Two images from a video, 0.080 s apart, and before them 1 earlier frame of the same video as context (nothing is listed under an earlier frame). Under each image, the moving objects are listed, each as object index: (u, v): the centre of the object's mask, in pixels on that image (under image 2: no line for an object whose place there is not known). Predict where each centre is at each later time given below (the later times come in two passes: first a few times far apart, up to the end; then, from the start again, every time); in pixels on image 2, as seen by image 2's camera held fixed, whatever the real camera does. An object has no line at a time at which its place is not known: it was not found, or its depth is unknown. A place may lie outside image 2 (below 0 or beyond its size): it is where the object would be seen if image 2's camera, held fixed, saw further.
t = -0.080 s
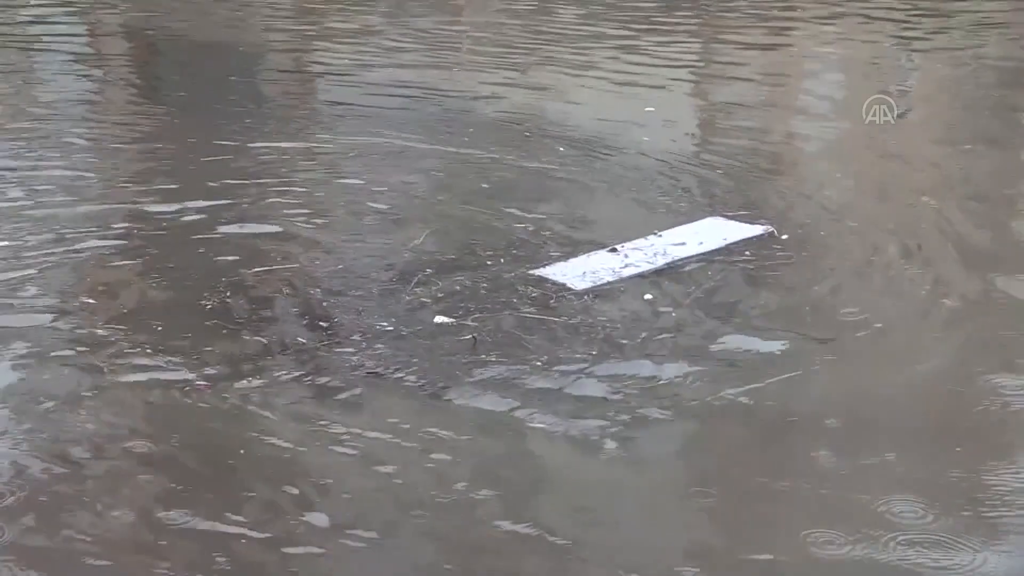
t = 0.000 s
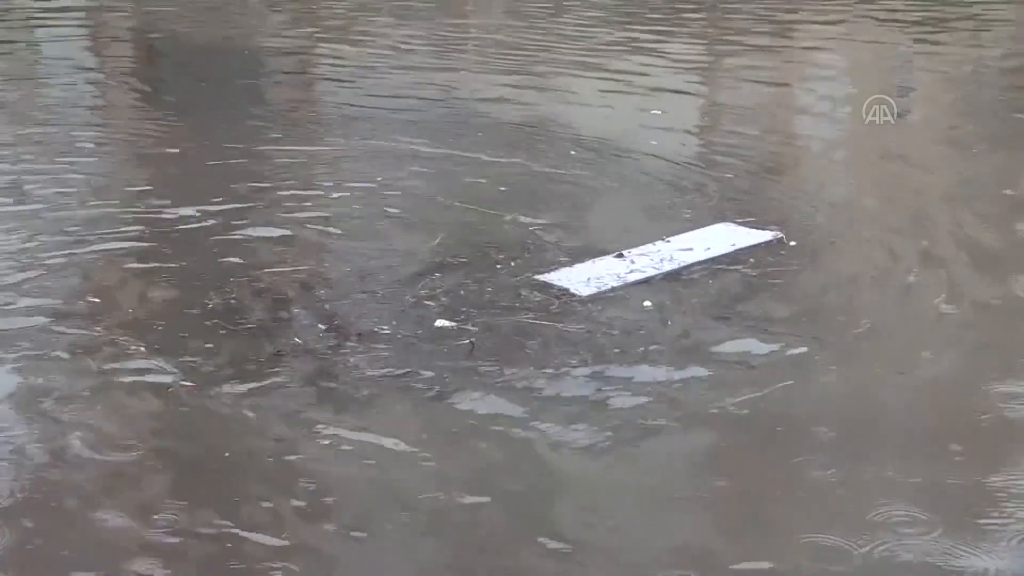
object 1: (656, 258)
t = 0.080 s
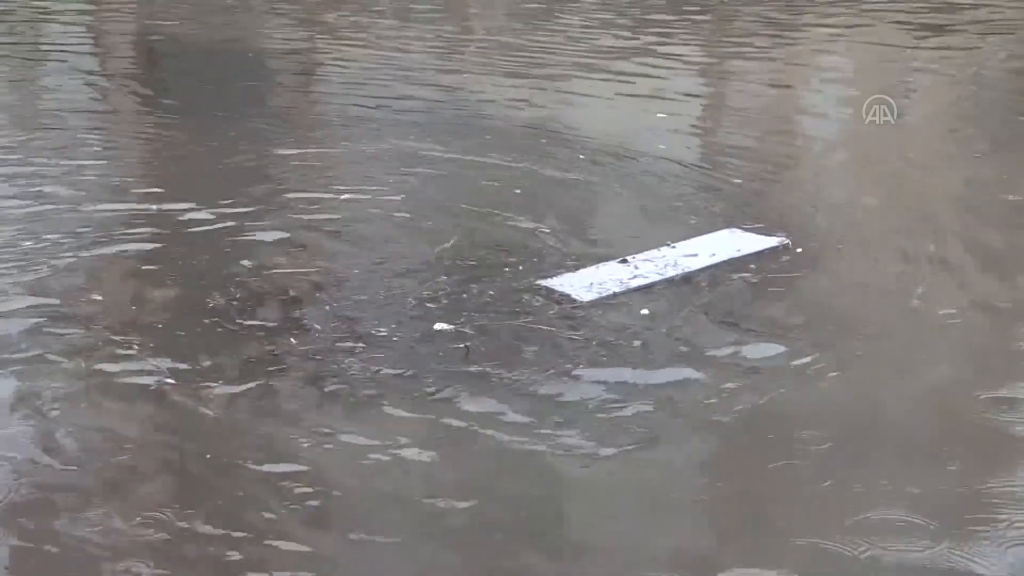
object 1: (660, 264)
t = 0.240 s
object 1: (662, 269)
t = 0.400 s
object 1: (662, 274)
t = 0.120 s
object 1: (661, 265)
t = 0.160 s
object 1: (662, 266)
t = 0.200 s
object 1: (662, 268)
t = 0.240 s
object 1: (662, 269)
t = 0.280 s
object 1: (662, 271)
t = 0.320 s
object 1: (663, 272)
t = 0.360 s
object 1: (663, 273)
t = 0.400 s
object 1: (662, 274)
